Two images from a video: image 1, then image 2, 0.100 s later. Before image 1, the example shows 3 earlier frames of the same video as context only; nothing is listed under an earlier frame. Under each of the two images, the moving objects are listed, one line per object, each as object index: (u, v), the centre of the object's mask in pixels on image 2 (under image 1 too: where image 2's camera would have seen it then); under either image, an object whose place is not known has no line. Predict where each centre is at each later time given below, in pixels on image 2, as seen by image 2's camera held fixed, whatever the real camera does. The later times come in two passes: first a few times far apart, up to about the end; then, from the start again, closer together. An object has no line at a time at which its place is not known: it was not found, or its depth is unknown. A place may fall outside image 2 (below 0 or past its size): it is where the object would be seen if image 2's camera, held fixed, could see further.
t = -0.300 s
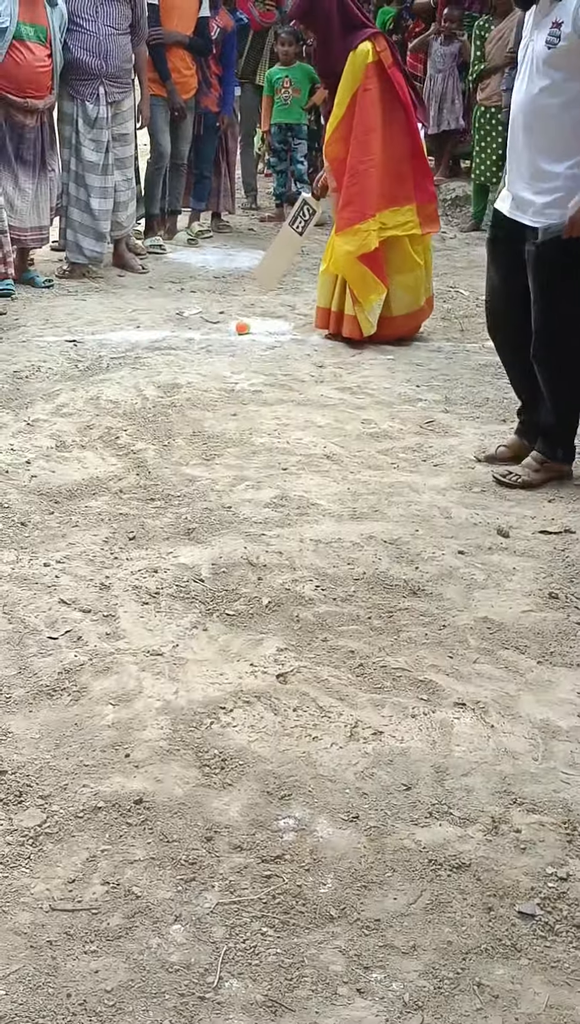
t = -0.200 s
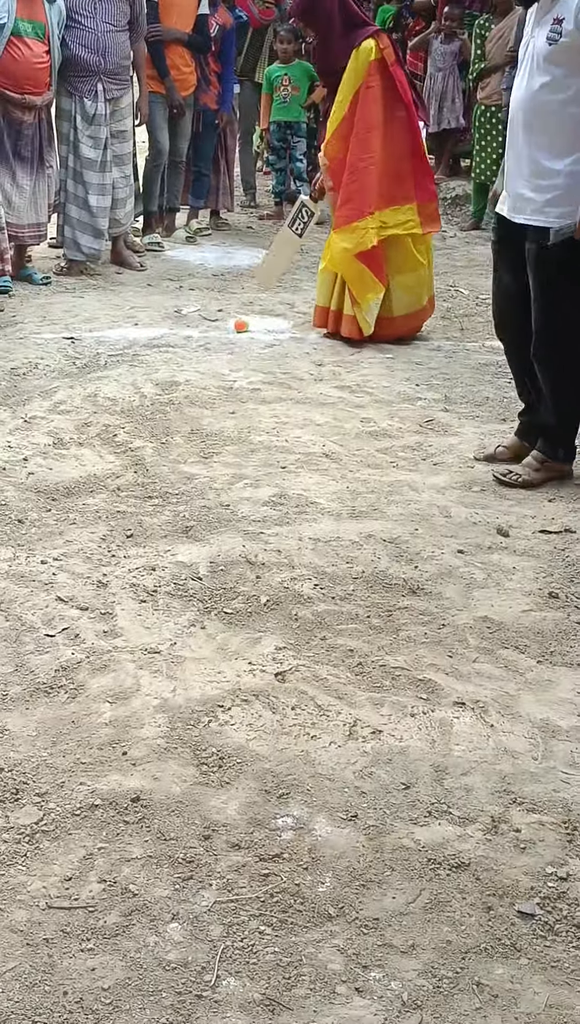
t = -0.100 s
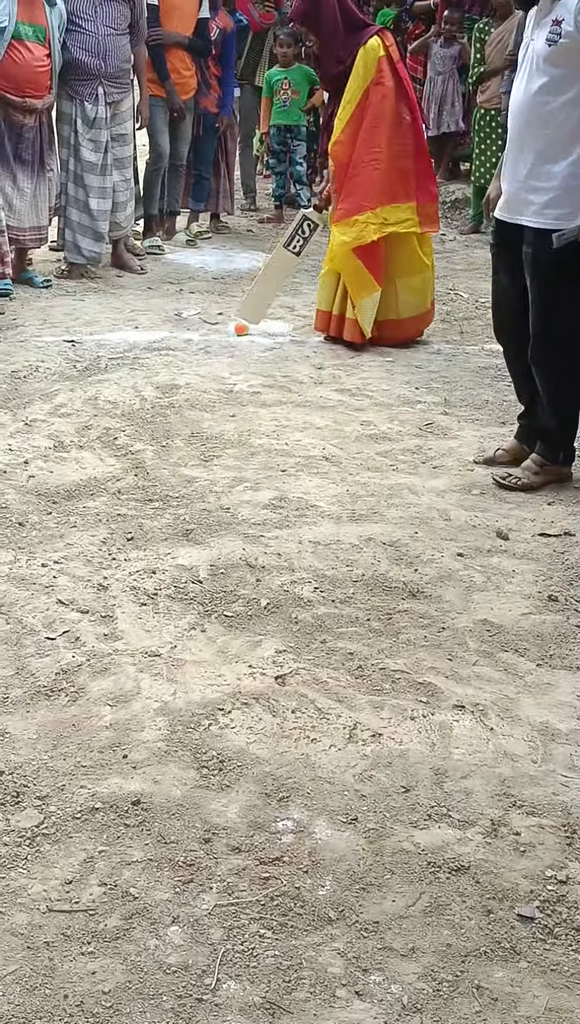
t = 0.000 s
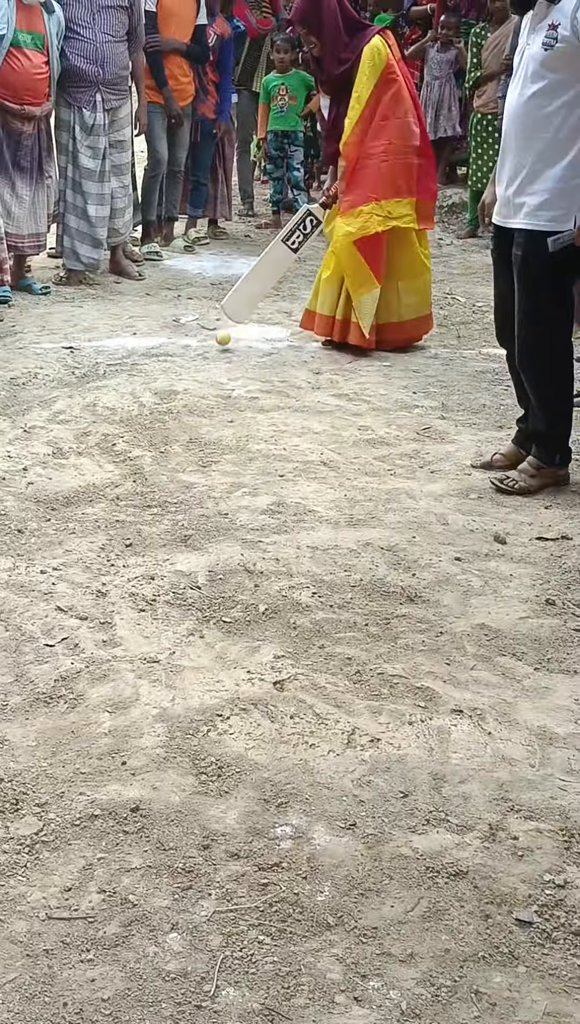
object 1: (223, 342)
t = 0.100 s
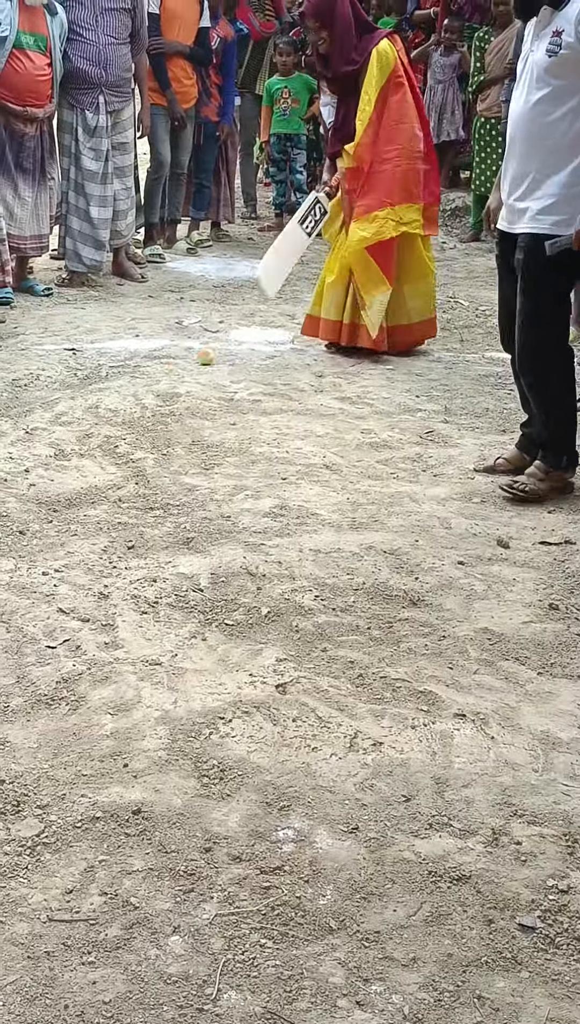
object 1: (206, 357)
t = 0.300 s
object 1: (161, 380)
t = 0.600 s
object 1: (89, 401)
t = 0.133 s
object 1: (199, 359)
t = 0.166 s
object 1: (191, 361)
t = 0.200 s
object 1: (183, 362)
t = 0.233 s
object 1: (177, 365)
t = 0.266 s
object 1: (169, 374)
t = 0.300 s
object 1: (161, 380)
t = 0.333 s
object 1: (153, 384)
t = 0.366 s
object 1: (145, 387)
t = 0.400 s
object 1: (137, 392)
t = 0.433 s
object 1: (127, 395)
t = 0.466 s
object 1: (120, 390)
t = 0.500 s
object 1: (113, 389)
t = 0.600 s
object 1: (89, 401)
